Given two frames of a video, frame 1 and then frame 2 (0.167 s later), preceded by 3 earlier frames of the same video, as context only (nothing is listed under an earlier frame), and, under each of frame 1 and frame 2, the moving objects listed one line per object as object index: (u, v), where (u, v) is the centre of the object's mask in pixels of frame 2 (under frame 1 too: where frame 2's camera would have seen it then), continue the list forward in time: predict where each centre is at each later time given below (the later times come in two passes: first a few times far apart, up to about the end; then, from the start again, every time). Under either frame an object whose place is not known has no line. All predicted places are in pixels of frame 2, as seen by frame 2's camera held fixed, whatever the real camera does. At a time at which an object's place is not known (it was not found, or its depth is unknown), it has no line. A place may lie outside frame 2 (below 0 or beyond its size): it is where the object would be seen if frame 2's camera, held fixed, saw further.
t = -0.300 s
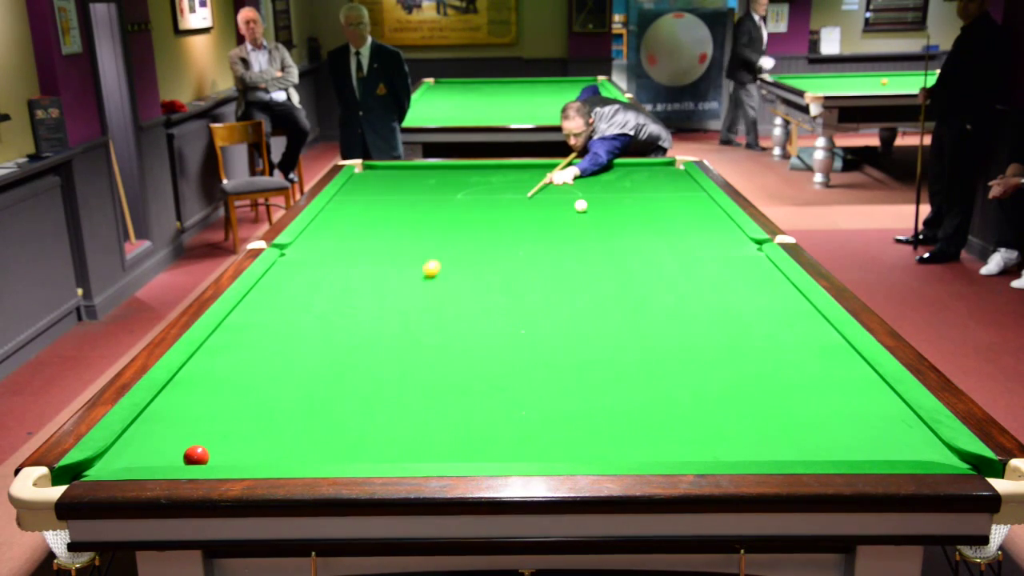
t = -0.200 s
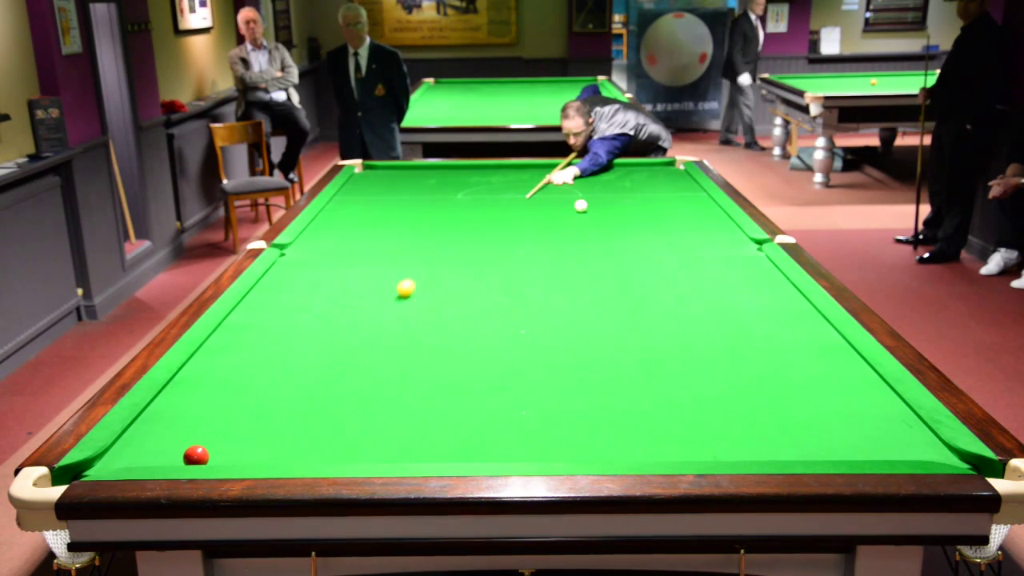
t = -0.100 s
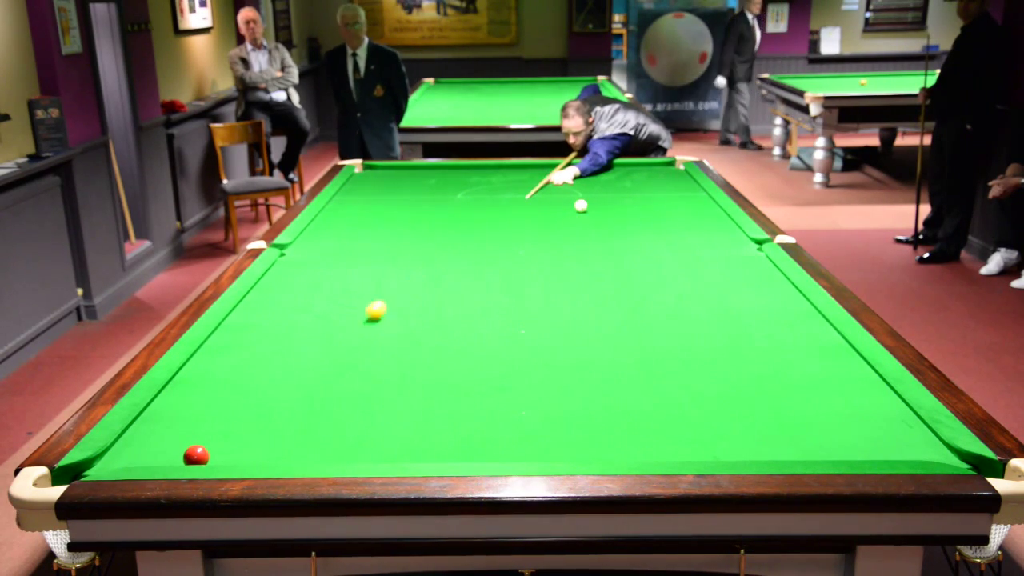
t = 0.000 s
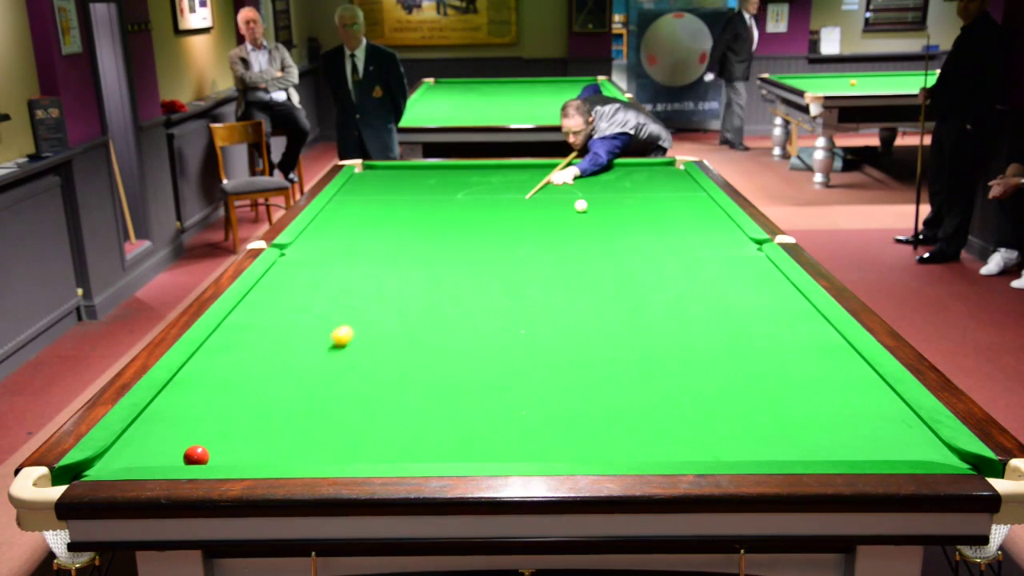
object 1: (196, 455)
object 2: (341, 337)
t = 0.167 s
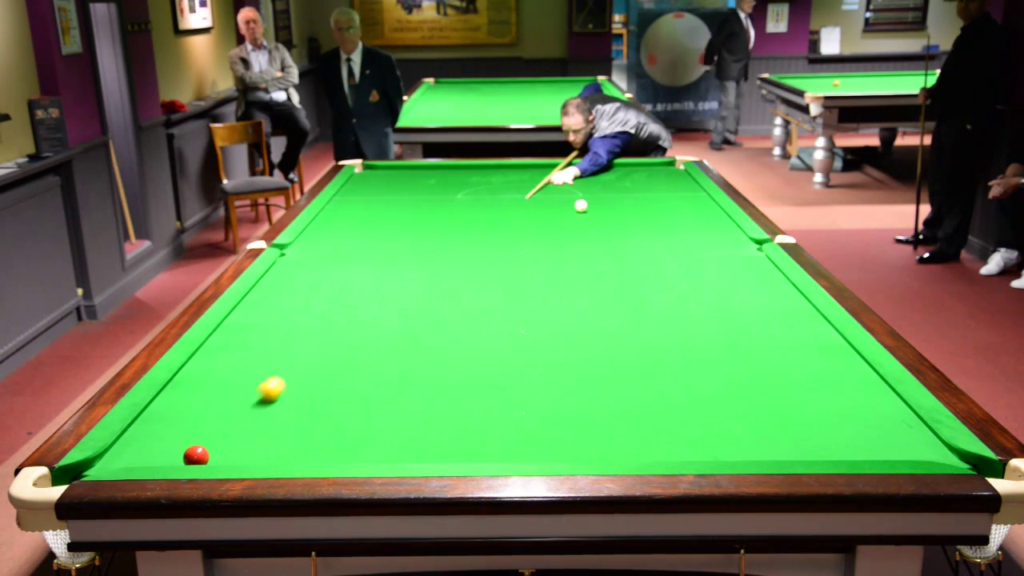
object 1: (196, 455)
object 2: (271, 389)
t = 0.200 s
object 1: (196, 455)
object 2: (254, 402)
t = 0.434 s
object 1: (229, 437)
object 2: (102, 464)
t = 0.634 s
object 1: (271, 398)
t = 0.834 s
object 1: (305, 366)
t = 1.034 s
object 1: (334, 340)
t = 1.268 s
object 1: (363, 314)
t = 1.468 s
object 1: (384, 295)
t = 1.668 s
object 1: (402, 278)
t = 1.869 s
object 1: (419, 263)
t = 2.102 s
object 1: (435, 248)
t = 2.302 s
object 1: (448, 237)
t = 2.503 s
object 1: (460, 227)
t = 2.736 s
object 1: (472, 216)
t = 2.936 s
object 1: (481, 208)
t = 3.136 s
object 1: (490, 200)
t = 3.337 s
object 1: (498, 193)
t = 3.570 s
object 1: (506, 186)
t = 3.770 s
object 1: (513, 180)
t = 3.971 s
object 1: (519, 174)
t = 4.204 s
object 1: (525, 169)
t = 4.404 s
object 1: (529, 165)
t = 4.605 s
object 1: (533, 167)
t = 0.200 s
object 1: (196, 455)
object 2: (254, 402)
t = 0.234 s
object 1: (196, 455)
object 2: (236, 416)
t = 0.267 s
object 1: (196, 455)
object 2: (217, 430)
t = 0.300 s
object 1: (196, 456)
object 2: (198, 440)
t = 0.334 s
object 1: (201, 458)
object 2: (175, 450)
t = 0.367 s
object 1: (211, 453)
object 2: (152, 454)
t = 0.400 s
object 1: (220, 445)
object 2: (129, 458)
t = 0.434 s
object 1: (229, 437)
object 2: (102, 464)
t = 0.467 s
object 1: (237, 430)
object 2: (78, 472)
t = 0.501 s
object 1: (244, 422)
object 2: (57, 480)
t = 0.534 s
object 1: (251, 416)
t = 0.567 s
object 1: (258, 410)
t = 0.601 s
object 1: (265, 404)
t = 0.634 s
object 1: (271, 398)
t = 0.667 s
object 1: (277, 393)
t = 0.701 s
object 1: (283, 387)
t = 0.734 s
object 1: (289, 382)
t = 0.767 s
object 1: (294, 376)
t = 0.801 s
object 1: (300, 371)
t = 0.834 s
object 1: (305, 366)
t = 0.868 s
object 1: (310, 362)
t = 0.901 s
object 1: (315, 357)
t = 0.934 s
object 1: (320, 353)
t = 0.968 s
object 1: (325, 348)
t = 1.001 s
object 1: (330, 344)
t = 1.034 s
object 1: (334, 340)
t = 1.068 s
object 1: (338, 336)
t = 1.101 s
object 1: (343, 332)
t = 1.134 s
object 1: (347, 328)
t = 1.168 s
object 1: (351, 325)
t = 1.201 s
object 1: (355, 321)
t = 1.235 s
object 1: (359, 317)
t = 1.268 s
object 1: (363, 314)
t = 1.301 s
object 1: (366, 310)
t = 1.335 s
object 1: (370, 307)
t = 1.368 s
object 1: (374, 304)
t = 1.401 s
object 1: (377, 301)
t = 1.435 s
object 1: (380, 298)
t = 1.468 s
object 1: (384, 295)
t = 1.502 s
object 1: (387, 292)
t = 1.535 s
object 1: (390, 289)
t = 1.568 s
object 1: (393, 286)
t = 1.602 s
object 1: (397, 283)
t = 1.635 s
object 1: (399, 281)
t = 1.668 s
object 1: (402, 278)
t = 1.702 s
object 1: (405, 275)
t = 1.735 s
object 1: (408, 273)
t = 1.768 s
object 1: (411, 270)
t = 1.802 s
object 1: (413, 268)
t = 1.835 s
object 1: (416, 265)
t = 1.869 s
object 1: (419, 263)
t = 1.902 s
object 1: (421, 261)
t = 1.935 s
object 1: (423, 259)
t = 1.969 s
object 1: (426, 257)
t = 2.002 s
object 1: (429, 254)
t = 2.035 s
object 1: (431, 252)
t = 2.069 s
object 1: (433, 250)
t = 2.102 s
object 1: (435, 248)
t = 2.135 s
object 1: (438, 246)
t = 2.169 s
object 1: (440, 244)
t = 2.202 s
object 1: (442, 243)
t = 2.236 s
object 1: (444, 240)
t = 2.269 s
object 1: (446, 239)
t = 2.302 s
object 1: (448, 237)
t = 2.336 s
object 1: (450, 235)
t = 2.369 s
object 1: (452, 234)
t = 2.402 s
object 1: (454, 232)
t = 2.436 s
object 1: (456, 230)
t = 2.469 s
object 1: (458, 228)
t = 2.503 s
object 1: (460, 227)
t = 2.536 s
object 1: (461, 225)
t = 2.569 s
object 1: (463, 223)
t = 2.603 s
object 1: (465, 222)
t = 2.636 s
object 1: (467, 220)
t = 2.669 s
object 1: (469, 219)
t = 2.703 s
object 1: (470, 217)
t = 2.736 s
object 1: (472, 216)
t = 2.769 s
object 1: (473, 215)
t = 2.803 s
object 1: (475, 213)
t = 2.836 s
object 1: (477, 212)
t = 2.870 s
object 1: (479, 210)
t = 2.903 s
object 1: (480, 209)
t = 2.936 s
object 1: (481, 208)
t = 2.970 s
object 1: (483, 206)
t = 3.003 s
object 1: (484, 205)
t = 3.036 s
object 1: (486, 204)
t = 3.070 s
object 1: (487, 202)
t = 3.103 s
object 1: (489, 201)
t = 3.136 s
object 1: (490, 200)
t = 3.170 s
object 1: (491, 199)
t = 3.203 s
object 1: (493, 198)
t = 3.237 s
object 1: (494, 196)
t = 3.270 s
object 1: (495, 195)
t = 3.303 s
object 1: (497, 194)
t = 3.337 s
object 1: (498, 193)
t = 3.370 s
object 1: (499, 192)
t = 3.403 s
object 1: (500, 191)
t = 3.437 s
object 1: (501, 190)
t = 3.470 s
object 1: (503, 189)
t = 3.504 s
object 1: (504, 188)
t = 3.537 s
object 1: (505, 187)
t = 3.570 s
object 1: (506, 186)
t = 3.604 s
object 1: (507, 185)
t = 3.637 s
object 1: (508, 184)
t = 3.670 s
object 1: (510, 183)
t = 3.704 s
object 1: (511, 182)
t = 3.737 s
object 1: (512, 181)
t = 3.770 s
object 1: (513, 180)
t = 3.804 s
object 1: (514, 179)
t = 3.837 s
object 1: (515, 178)
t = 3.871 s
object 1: (516, 177)
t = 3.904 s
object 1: (517, 176)
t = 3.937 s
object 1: (518, 176)
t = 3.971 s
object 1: (519, 174)
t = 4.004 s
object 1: (520, 174)
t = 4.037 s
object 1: (520, 173)
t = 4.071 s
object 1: (521, 172)
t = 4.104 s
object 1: (522, 172)
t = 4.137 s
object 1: (523, 171)
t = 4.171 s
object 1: (524, 170)
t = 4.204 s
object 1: (525, 169)
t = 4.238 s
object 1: (525, 169)
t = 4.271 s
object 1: (527, 168)
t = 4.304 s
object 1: (527, 167)
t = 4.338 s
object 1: (528, 167)
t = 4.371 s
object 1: (529, 166)
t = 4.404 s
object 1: (529, 165)
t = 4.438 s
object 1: (530, 165)
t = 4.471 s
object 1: (531, 165)
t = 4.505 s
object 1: (532, 166)
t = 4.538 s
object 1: (532, 166)
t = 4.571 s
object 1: (533, 167)
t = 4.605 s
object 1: (533, 167)
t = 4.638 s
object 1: (534, 167)
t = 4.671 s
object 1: (534, 168)
